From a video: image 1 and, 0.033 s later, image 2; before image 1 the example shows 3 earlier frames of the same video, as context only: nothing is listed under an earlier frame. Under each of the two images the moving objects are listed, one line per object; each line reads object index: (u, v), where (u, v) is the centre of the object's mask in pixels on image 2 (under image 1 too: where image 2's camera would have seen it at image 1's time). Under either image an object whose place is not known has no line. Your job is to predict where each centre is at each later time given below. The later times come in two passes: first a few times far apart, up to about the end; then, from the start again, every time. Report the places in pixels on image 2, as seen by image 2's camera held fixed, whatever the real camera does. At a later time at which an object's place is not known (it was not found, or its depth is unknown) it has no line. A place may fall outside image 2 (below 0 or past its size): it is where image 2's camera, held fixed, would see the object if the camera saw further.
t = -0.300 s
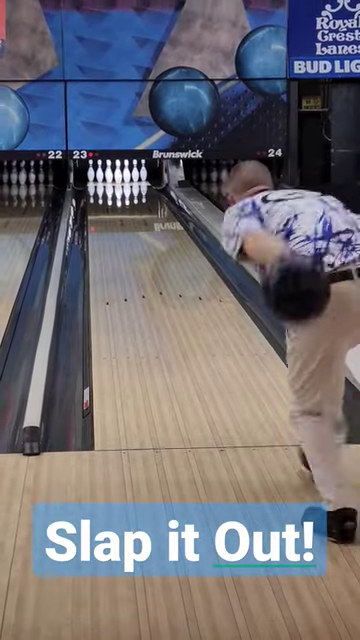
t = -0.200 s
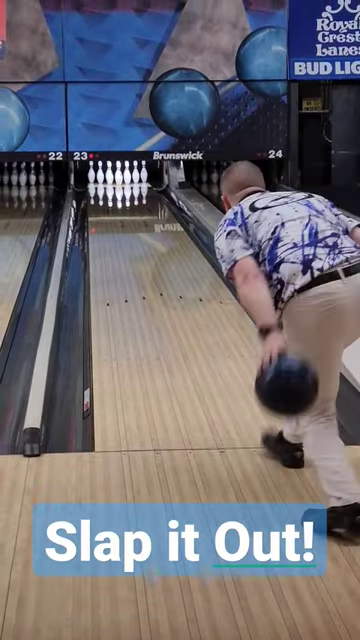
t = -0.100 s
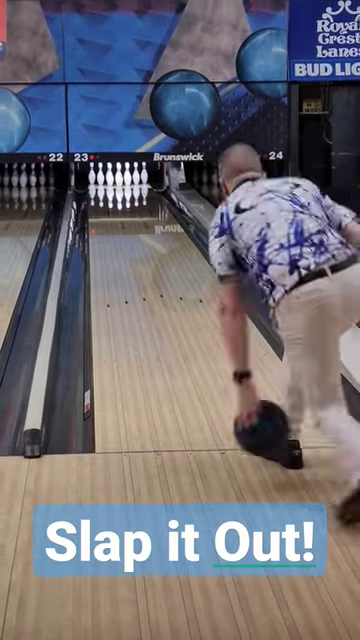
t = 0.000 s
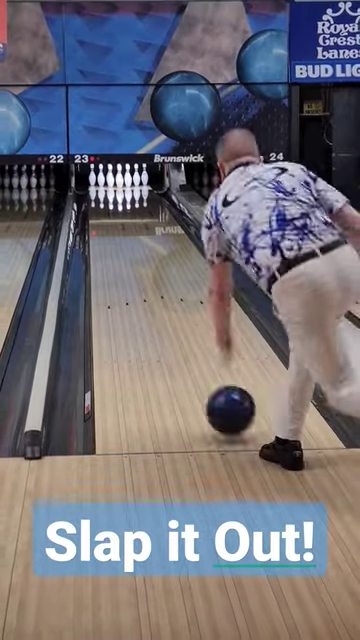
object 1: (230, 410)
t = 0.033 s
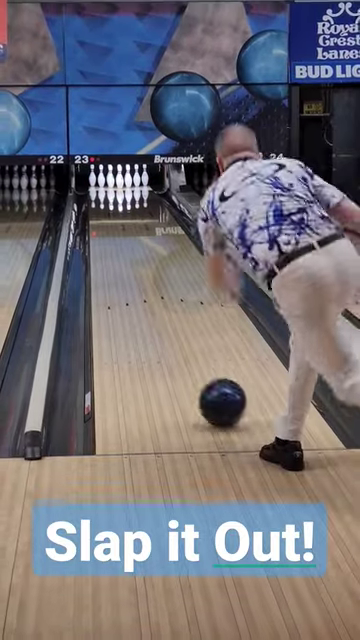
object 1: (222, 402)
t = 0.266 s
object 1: (181, 343)
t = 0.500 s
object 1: (153, 299)
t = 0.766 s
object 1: (132, 267)
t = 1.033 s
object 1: (118, 244)
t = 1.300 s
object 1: (108, 227)
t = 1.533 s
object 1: (103, 215)
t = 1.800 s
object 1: (100, 206)
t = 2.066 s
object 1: (104, 198)
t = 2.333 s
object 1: (112, 191)
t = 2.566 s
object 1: (118, 186)
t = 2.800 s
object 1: (125, 183)
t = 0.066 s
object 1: (215, 393)
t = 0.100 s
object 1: (207, 383)
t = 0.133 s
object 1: (201, 373)
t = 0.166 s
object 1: (195, 364)
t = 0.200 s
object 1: (192, 359)
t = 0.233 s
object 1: (186, 351)
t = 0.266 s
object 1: (181, 343)
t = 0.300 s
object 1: (176, 335)
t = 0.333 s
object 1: (172, 329)
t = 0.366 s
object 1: (168, 322)
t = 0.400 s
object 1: (164, 316)
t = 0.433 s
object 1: (160, 310)
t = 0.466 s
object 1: (156, 305)
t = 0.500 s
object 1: (153, 299)
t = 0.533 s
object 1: (150, 295)
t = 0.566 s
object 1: (147, 290)
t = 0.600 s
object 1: (145, 285)
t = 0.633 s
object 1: (142, 281)
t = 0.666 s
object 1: (139, 277)
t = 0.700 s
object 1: (137, 274)
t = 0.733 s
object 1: (135, 270)
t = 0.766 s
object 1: (132, 267)
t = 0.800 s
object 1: (130, 263)
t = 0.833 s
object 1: (128, 260)
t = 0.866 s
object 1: (127, 257)
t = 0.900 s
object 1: (125, 254)
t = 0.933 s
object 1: (123, 251)
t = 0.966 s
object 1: (121, 249)
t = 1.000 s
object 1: (120, 246)
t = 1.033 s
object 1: (118, 244)
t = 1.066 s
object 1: (117, 241)
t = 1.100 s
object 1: (116, 239)
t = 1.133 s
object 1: (114, 236)
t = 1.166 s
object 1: (112, 234)
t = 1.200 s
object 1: (111, 233)
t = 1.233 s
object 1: (110, 231)
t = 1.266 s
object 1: (110, 229)
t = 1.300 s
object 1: (108, 227)
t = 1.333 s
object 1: (107, 226)
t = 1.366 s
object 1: (106, 224)
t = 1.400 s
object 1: (106, 222)
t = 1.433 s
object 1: (106, 220)
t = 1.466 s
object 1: (105, 219)
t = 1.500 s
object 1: (104, 218)
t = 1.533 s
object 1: (103, 215)
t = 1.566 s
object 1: (103, 214)
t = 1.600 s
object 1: (102, 213)
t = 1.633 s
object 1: (101, 211)
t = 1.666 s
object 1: (101, 210)
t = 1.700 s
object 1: (101, 209)
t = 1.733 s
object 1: (100, 208)
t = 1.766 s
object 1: (101, 207)
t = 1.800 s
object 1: (100, 206)
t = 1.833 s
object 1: (101, 205)
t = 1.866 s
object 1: (101, 205)
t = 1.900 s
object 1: (101, 203)
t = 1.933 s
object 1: (102, 203)
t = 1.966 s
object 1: (102, 201)
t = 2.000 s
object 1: (103, 201)
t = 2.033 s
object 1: (104, 199)
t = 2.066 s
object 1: (104, 198)
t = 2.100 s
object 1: (105, 197)
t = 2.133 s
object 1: (106, 196)
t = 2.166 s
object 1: (107, 194)
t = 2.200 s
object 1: (108, 194)
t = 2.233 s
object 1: (110, 194)
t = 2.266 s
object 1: (110, 193)
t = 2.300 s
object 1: (111, 192)
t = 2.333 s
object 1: (112, 191)
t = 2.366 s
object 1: (113, 190)
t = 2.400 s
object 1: (114, 189)
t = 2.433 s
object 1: (114, 189)
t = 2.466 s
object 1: (115, 188)
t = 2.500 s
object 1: (116, 188)
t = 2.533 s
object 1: (117, 187)
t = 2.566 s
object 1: (118, 186)
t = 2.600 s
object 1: (118, 186)
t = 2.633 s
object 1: (118, 185)
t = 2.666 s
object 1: (119, 185)
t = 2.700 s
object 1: (120, 184)
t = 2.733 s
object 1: (122, 184)
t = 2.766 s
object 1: (124, 184)
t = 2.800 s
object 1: (125, 183)
